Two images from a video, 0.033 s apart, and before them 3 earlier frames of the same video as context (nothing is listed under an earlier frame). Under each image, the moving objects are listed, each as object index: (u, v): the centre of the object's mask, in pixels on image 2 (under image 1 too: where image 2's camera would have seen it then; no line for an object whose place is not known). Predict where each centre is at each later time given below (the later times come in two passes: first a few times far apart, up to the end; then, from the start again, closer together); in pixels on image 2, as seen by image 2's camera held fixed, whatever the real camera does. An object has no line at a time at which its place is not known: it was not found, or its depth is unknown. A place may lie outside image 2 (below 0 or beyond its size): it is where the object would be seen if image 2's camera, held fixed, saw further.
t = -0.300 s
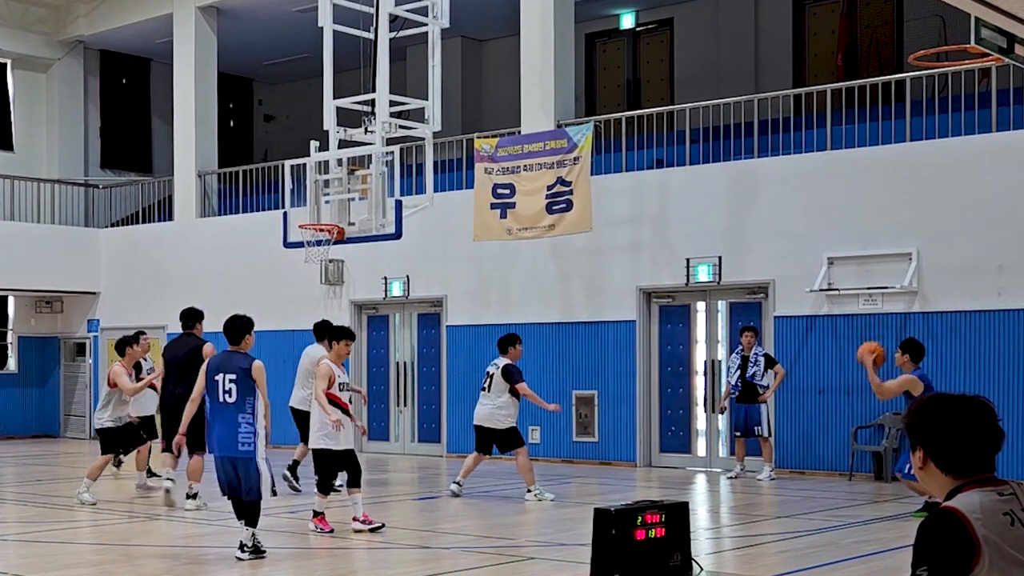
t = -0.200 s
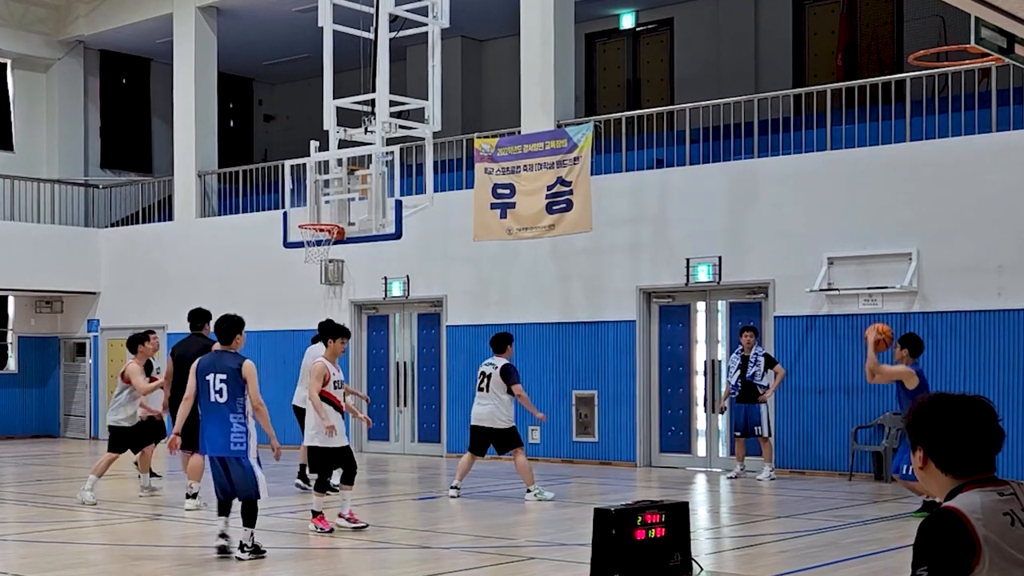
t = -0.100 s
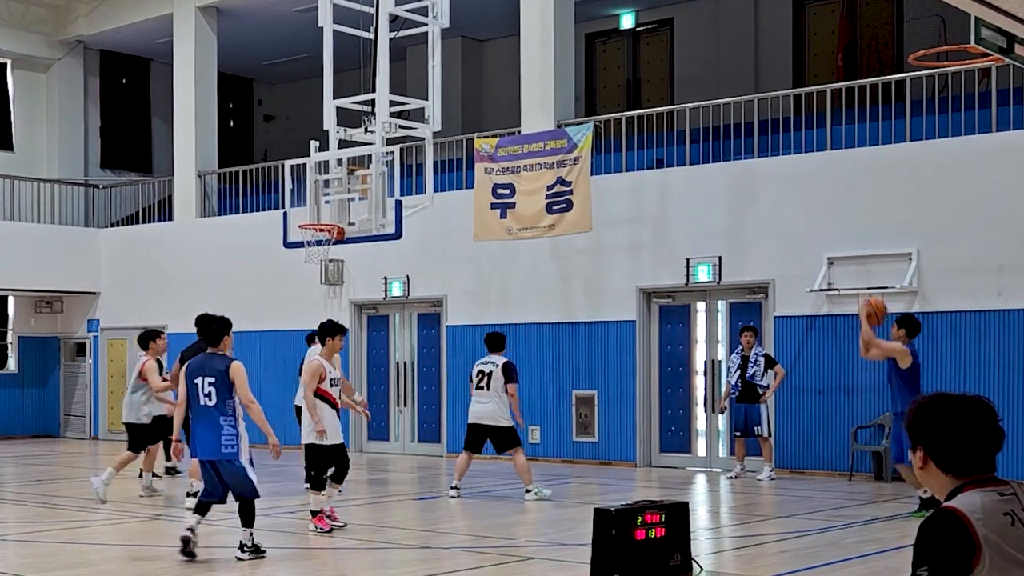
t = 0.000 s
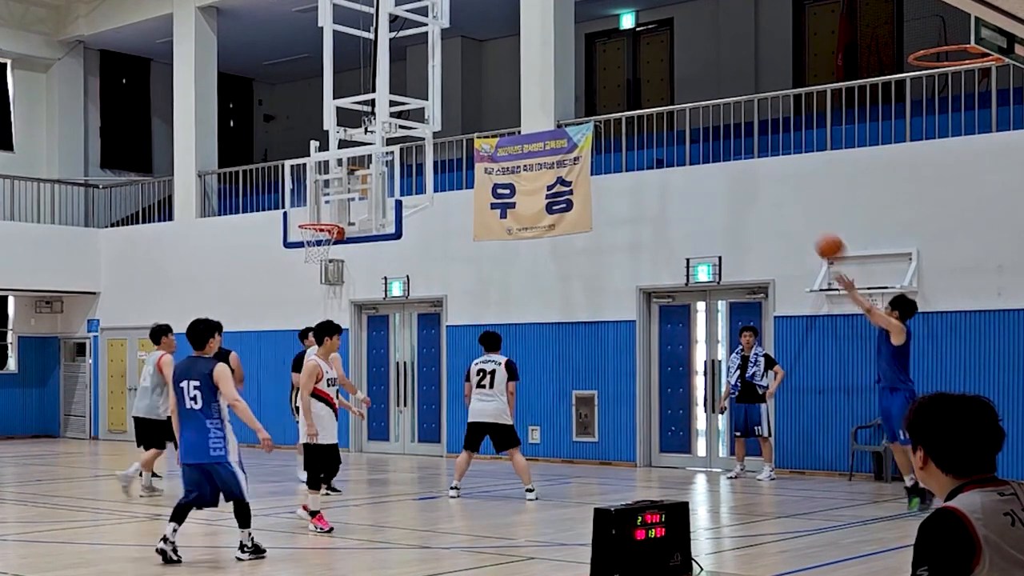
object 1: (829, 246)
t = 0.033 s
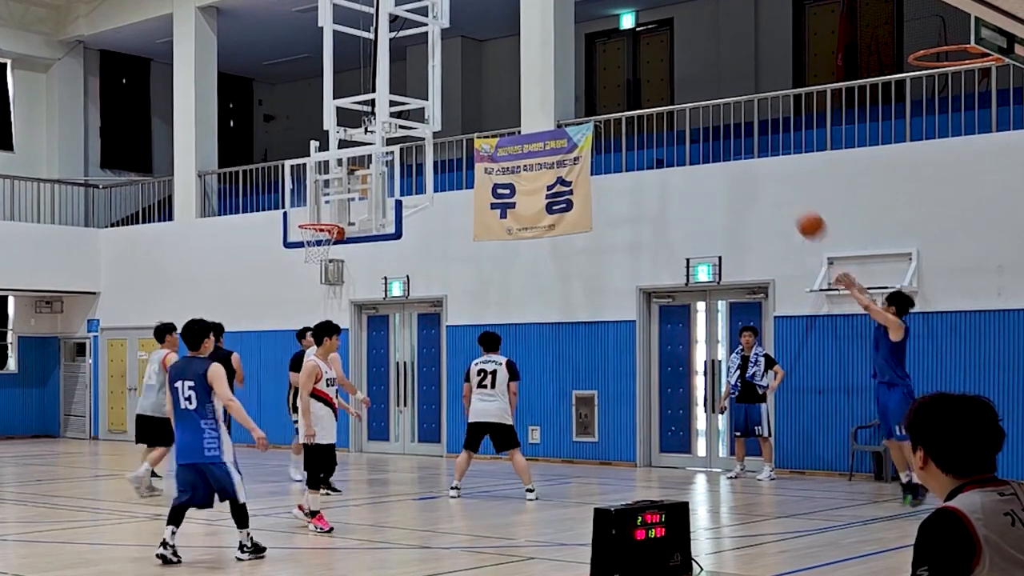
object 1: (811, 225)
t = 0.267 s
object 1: (685, 111)
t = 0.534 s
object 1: (564, 61)
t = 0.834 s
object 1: (447, 86)
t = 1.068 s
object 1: (367, 156)
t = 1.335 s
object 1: (311, 259)
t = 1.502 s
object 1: (311, 317)
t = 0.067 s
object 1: (792, 204)
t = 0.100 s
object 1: (773, 185)
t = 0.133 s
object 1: (754, 167)
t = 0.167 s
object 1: (736, 150)
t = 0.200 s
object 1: (718, 136)
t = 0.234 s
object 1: (702, 124)
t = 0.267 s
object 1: (685, 111)
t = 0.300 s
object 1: (667, 99)
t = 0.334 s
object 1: (653, 91)
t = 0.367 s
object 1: (637, 83)
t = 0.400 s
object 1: (622, 76)
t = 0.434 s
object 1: (607, 71)
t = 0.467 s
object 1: (592, 66)
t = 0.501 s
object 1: (578, 63)
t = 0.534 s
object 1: (564, 61)
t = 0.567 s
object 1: (550, 61)
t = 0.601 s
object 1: (536, 60)
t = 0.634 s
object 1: (521, 61)
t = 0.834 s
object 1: (447, 86)
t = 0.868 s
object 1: (434, 93)
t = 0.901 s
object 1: (422, 102)
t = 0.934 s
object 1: (412, 112)
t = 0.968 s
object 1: (400, 120)
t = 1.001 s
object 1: (389, 132)
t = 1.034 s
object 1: (379, 142)
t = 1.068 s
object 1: (367, 156)
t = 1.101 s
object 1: (356, 167)
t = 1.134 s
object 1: (347, 180)
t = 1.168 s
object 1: (337, 194)
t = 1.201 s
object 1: (327, 209)
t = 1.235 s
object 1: (316, 223)
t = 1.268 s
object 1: (312, 238)
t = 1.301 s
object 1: (312, 250)
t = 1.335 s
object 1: (311, 259)
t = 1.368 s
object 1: (311, 269)
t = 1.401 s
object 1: (311, 279)
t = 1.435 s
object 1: (311, 291)
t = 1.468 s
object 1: (311, 304)
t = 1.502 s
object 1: (311, 317)
